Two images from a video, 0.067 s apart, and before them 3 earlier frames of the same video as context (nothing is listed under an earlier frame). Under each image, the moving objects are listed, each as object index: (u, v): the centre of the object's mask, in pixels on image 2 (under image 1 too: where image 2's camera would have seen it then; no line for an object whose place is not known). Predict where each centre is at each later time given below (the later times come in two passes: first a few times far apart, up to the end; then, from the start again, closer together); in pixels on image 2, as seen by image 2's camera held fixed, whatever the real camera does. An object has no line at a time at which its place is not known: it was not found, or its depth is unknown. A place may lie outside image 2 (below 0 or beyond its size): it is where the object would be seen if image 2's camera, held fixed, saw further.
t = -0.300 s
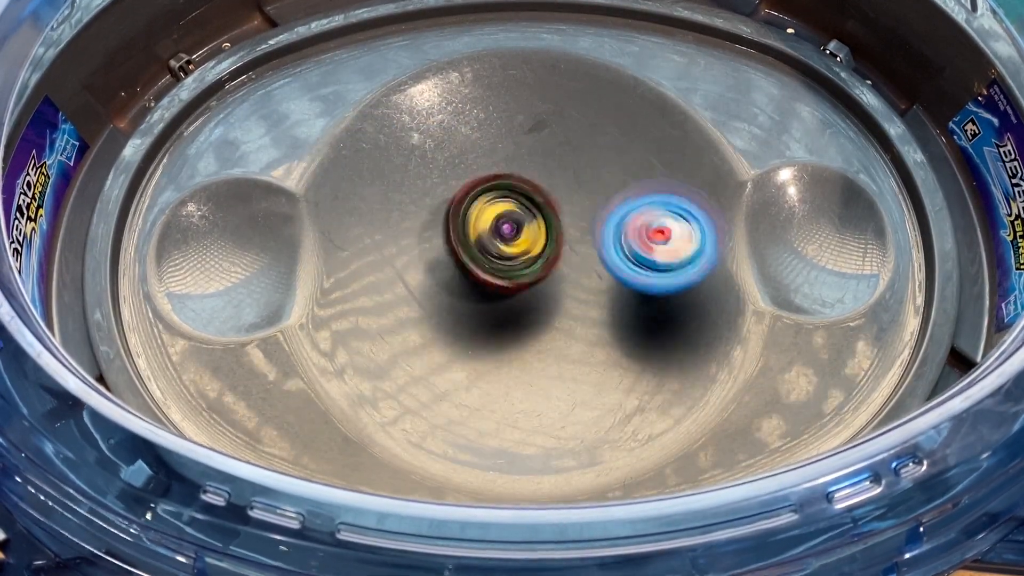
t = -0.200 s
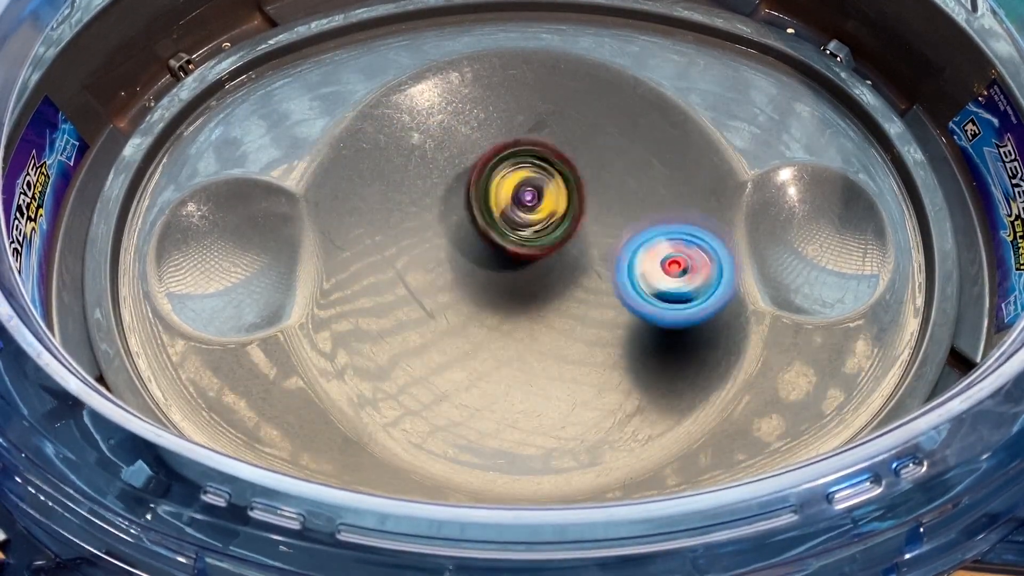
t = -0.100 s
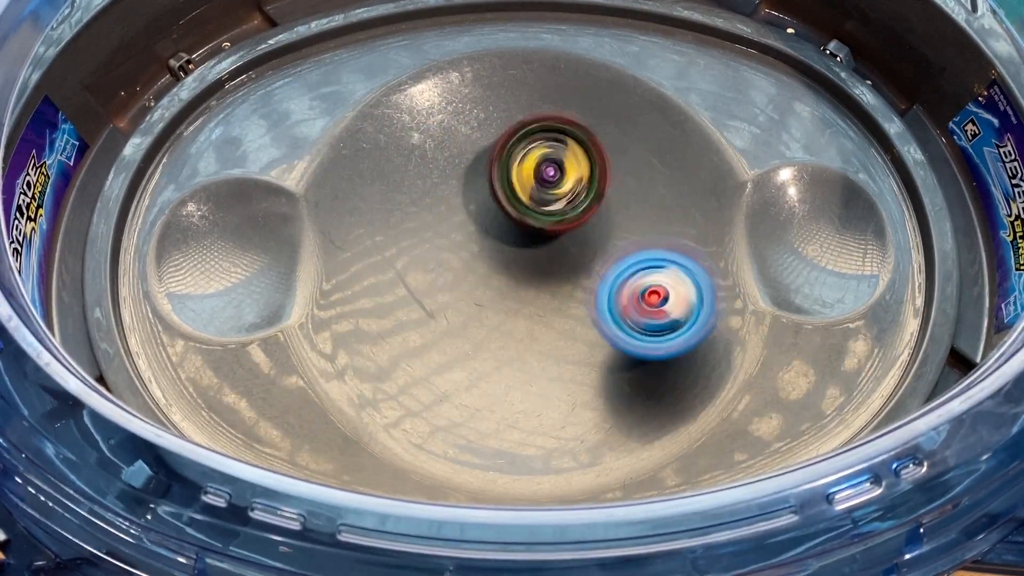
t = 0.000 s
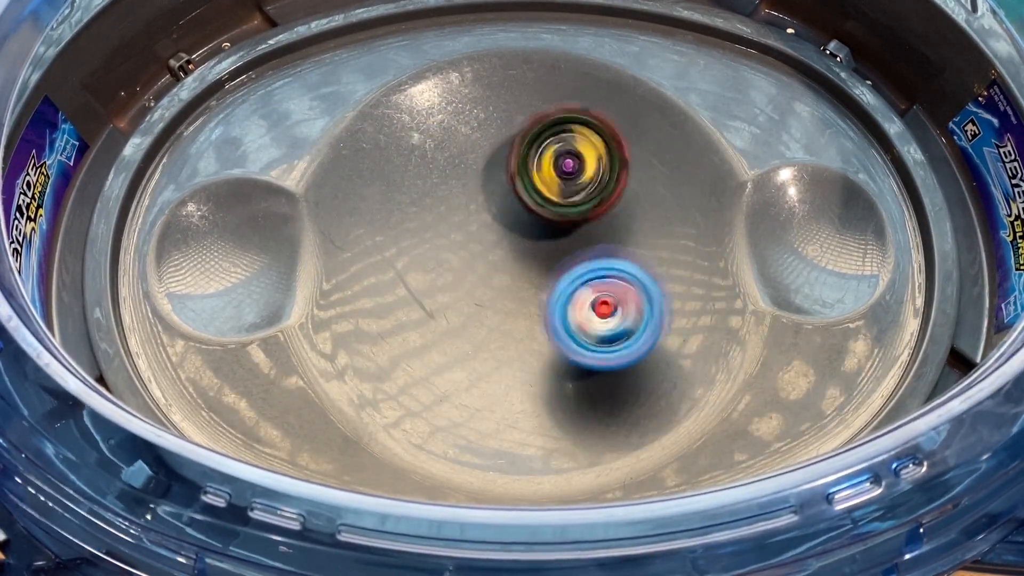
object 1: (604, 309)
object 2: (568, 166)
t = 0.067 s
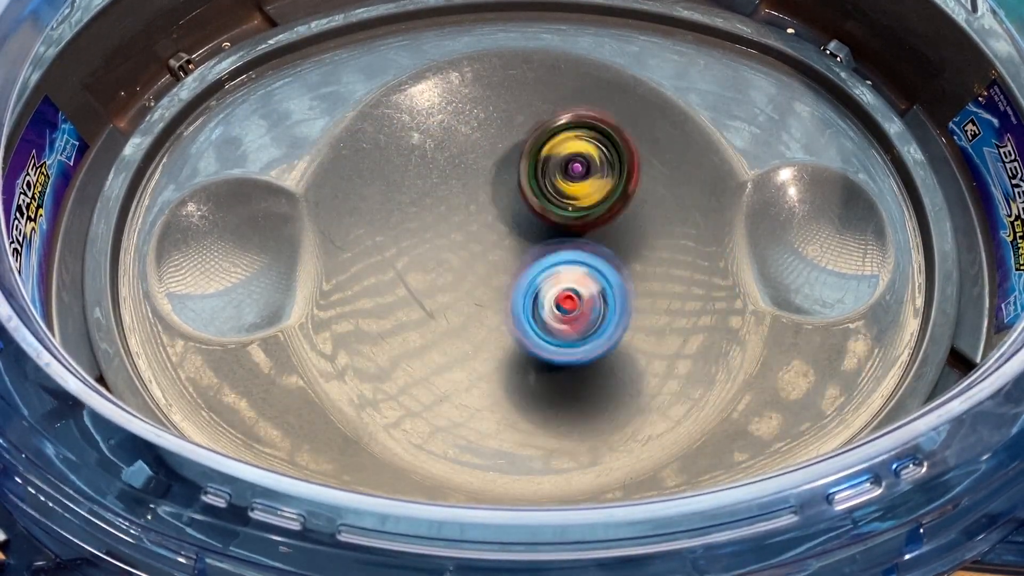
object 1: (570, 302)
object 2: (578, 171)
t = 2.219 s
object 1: (412, 212)
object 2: (546, 268)
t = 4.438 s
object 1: (555, 176)
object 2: (528, 311)
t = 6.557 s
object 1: (488, 286)
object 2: (574, 245)
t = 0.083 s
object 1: (561, 298)
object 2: (579, 174)
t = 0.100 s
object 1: (552, 295)
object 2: (581, 175)
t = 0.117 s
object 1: (544, 291)
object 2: (583, 178)
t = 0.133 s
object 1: (534, 286)
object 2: (584, 183)
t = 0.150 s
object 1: (524, 281)
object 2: (585, 185)
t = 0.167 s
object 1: (516, 279)
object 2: (587, 189)
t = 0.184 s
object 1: (504, 276)
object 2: (587, 195)
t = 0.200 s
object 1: (496, 273)
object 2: (586, 200)
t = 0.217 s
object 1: (484, 267)
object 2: (586, 204)
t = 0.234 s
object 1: (477, 262)
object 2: (584, 210)
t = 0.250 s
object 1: (468, 258)
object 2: (583, 215)
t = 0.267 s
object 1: (461, 252)
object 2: (581, 221)
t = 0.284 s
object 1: (453, 249)
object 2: (579, 227)
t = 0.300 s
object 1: (446, 241)
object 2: (577, 231)
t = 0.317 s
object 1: (442, 236)
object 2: (575, 237)
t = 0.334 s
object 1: (436, 231)
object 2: (573, 242)
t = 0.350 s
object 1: (434, 227)
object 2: (570, 248)
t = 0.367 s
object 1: (430, 220)
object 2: (567, 253)
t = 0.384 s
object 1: (426, 219)
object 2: (563, 260)
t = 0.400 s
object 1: (425, 215)
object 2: (559, 264)
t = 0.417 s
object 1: (423, 210)
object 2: (557, 269)
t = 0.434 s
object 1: (423, 207)
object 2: (553, 276)
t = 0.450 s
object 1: (423, 201)
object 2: (548, 280)
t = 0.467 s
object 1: (423, 198)
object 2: (545, 284)
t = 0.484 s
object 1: (426, 194)
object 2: (541, 290)
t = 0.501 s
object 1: (427, 191)
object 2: (536, 293)
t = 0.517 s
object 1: (430, 188)
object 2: (533, 296)
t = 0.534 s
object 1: (433, 184)
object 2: (529, 300)
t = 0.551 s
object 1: (437, 183)
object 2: (524, 303)
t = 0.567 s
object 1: (444, 181)
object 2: (520, 305)
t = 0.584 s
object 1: (449, 180)
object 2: (516, 308)
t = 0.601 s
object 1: (456, 181)
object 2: (511, 311)
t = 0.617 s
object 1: (462, 181)
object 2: (506, 310)
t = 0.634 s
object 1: (469, 182)
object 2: (503, 311)
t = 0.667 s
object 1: (482, 186)
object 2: (495, 311)
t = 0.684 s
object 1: (490, 188)
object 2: (493, 311)
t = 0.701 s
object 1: (497, 191)
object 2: (489, 311)
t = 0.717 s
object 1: (503, 193)
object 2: (486, 310)
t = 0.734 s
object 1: (508, 191)
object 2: (484, 311)
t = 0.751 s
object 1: (517, 190)
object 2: (481, 312)
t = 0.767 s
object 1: (525, 187)
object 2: (478, 312)
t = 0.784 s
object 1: (534, 187)
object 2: (476, 311)
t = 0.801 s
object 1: (544, 185)
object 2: (475, 309)
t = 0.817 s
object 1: (551, 186)
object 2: (474, 308)
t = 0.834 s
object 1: (560, 188)
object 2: (473, 305)
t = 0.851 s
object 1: (567, 189)
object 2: (473, 303)
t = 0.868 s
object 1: (573, 191)
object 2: (474, 301)
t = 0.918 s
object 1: (593, 197)
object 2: (476, 291)
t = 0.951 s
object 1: (602, 202)
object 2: (479, 281)
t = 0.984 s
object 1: (610, 207)
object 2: (484, 274)
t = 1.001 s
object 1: (614, 211)
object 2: (486, 268)
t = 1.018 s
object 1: (619, 214)
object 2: (489, 263)
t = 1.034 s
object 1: (621, 218)
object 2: (493, 259)
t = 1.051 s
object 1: (624, 221)
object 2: (495, 254)
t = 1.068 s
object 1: (626, 225)
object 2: (500, 248)
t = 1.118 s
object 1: (630, 237)
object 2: (510, 234)
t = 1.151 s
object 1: (639, 244)
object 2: (513, 226)
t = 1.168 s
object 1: (642, 247)
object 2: (515, 221)
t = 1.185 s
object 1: (643, 251)
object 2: (519, 216)
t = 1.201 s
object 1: (644, 256)
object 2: (524, 212)
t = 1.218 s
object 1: (644, 258)
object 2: (527, 210)
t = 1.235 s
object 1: (641, 263)
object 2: (531, 206)
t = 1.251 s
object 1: (640, 268)
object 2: (535, 203)
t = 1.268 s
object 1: (640, 270)
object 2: (538, 201)
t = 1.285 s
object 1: (633, 275)
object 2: (541, 197)
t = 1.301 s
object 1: (631, 278)
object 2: (545, 196)
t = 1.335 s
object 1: (620, 282)
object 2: (550, 191)
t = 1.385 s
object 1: (605, 291)
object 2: (559, 187)
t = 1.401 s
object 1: (600, 295)
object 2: (563, 185)
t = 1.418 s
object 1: (595, 298)
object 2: (566, 185)
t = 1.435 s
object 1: (589, 300)
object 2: (569, 184)
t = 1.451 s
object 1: (582, 303)
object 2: (570, 185)
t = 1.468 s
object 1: (577, 303)
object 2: (572, 186)
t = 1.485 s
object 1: (571, 304)
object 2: (573, 187)
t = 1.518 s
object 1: (559, 305)
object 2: (575, 189)
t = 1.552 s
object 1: (547, 305)
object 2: (577, 194)
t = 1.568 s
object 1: (540, 304)
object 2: (576, 197)
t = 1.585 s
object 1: (532, 303)
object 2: (577, 198)
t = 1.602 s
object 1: (526, 305)
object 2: (577, 201)
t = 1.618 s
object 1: (520, 309)
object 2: (580, 201)
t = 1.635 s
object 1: (509, 311)
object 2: (581, 201)
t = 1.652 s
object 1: (501, 315)
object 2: (581, 202)
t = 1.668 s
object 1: (494, 315)
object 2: (581, 202)
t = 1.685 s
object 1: (483, 315)
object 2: (581, 203)
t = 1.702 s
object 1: (477, 315)
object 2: (580, 204)
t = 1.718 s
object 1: (473, 313)
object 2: (578, 205)
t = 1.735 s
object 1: (463, 312)
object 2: (576, 206)
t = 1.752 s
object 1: (457, 311)
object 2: (575, 207)
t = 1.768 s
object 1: (453, 305)
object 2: (573, 211)
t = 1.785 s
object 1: (448, 304)
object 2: (570, 212)
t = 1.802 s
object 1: (445, 300)
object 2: (568, 215)
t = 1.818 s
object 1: (442, 297)
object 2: (566, 217)
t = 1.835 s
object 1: (437, 296)
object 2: (563, 220)
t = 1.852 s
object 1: (434, 293)
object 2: (560, 223)
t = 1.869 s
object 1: (434, 287)
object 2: (556, 227)
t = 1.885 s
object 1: (431, 281)
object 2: (553, 230)
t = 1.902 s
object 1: (430, 277)
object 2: (550, 232)
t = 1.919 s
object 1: (429, 272)
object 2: (547, 237)
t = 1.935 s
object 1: (425, 273)
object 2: (548, 238)
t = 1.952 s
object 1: (423, 268)
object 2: (546, 240)
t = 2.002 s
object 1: (416, 255)
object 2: (542, 247)
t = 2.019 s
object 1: (416, 251)
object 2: (541, 248)
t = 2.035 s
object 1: (411, 249)
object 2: (543, 250)
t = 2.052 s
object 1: (411, 245)
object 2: (542, 253)
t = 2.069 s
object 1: (410, 242)
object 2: (541, 255)
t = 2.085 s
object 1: (410, 240)
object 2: (540, 257)
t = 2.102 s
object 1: (411, 238)
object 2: (540, 258)
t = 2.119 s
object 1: (411, 232)
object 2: (538, 260)
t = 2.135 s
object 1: (413, 229)
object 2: (538, 261)
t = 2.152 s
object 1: (412, 226)
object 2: (540, 262)
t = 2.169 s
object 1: (410, 224)
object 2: (543, 266)
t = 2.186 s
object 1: (411, 219)
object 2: (544, 267)
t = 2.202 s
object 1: (409, 215)
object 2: (545, 268)
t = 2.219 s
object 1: (412, 212)
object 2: (546, 268)
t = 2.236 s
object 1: (414, 208)
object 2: (546, 270)
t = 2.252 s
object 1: (416, 206)
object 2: (547, 270)
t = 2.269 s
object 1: (420, 206)
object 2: (549, 271)
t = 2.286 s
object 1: (425, 202)
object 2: (550, 271)
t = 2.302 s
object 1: (430, 200)
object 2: (550, 272)
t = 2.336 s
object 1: (442, 199)
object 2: (551, 271)
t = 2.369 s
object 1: (450, 196)
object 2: (553, 274)
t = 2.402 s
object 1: (457, 191)
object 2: (556, 278)
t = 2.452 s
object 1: (471, 184)
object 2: (558, 279)
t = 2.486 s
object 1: (480, 180)
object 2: (563, 281)
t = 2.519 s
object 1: (491, 178)
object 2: (562, 280)
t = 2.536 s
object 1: (496, 177)
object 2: (563, 280)
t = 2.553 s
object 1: (501, 177)
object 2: (564, 280)
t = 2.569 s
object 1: (502, 173)
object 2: (563, 283)
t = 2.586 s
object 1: (506, 173)
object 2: (562, 283)
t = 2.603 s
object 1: (511, 172)
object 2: (562, 282)
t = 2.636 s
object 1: (520, 170)
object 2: (562, 283)
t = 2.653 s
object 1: (524, 168)
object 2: (562, 283)
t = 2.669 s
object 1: (528, 166)
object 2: (563, 282)
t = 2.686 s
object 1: (530, 166)
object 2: (563, 281)
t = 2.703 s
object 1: (534, 166)
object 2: (561, 282)
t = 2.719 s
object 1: (534, 162)
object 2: (559, 283)
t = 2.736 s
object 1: (535, 163)
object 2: (559, 283)
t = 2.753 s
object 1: (536, 158)
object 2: (558, 284)
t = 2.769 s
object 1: (536, 158)
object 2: (556, 285)
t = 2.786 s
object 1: (539, 156)
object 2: (554, 285)
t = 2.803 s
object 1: (540, 154)
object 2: (554, 284)
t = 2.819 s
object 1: (542, 154)
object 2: (554, 283)
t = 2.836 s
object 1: (544, 154)
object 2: (554, 284)
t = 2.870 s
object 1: (546, 152)
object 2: (550, 281)
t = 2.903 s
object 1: (548, 153)
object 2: (546, 279)
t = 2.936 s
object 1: (547, 153)
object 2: (542, 276)
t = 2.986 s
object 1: (549, 149)
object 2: (536, 276)
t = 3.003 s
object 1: (547, 151)
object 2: (532, 275)
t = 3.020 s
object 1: (549, 152)
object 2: (528, 272)
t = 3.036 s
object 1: (549, 151)
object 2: (527, 270)
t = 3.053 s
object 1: (547, 149)
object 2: (526, 270)
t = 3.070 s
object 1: (545, 149)
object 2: (524, 269)
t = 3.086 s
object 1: (546, 149)
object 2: (523, 268)
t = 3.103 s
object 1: (546, 147)
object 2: (520, 267)
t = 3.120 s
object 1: (545, 146)
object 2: (517, 266)
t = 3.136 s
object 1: (544, 140)
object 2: (513, 265)
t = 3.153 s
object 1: (542, 138)
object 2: (509, 265)
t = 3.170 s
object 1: (543, 138)
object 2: (508, 264)
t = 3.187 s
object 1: (544, 137)
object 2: (507, 263)
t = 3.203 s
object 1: (544, 136)
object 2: (507, 263)
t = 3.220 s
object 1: (543, 138)
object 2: (506, 262)
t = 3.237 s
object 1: (543, 139)
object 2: (506, 262)
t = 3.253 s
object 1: (542, 139)
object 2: (504, 261)
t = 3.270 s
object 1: (541, 142)
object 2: (503, 260)
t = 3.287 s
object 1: (540, 145)
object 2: (501, 260)
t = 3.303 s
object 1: (539, 141)
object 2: (498, 260)
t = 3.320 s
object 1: (534, 140)
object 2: (496, 259)
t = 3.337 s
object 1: (535, 144)
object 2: (495, 260)
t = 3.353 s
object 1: (537, 143)
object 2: (494, 260)
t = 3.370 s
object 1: (535, 144)
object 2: (494, 260)
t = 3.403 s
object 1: (535, 136)
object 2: (489, 270)
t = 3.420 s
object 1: (535, 134)
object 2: (487, 273)
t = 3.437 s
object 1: (537, 132)
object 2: (486, 277)
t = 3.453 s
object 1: (538, 131)
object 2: (485, 280)
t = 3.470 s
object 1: (537, 131)
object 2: (485, 282)
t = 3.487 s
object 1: (537, 133)
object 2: (486, 284)
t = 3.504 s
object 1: (538, 134)
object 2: (487, 287)
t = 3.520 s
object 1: (537, 135)
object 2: (487, 290)
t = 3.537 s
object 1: (536, 139)
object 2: (487, 291)
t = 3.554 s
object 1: (535, 143)
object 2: (487, 293)
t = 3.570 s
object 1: (536, 147)
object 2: (488, 293)
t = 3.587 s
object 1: (536, 151)
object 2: (490, 294)
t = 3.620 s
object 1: (535, 161)
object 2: (493, 295)
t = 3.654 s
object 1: (535, 174)
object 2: (497, 293)
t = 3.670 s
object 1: (536, 179)
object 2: (499, 294)
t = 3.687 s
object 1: (533, 181)
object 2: (499, 295)
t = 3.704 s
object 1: (535, 186)
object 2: (497, 298)
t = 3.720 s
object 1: (538, 178)
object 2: (490, 307)
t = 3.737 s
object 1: (538, 176)
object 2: (486, 312)
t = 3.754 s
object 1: (545, 176)
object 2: (486, 316)
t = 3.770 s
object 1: (551, 172)
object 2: (487, 319)
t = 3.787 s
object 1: (553, 169)
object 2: (487, 322)
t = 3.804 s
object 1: (554, 169)
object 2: (488, 323)
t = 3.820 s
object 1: (558, 170)
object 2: (489, 324)
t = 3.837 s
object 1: (561, 170)
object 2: (491, 326)
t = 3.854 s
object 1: (564, 170)
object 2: (492, 327)
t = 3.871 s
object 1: (566, 171)
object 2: (493, 328)
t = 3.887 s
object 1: (570, 172)
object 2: (494, 328)
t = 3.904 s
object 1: (573, 173)
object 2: (494, 328)
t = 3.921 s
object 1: (574, 175)
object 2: (494, 327)
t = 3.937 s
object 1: (575, 178)
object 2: (496, 326)
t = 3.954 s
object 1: (576, 182)
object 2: (498, 323)
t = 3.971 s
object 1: (578, 186)
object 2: (499, 320)
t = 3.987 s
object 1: (579, 189)
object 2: (503, 319)
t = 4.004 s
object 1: (579, 193)
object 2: (507, 316)
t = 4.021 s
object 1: (579, 198)
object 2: (511, 312)
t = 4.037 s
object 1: (581, 202)
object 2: (514, 311)
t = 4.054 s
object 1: (583, 205)
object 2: (518, 307)
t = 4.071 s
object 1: (584, 205)
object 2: (519, 308)
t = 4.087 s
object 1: (583, 200)
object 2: (518, 308)
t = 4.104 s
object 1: (581, 200)
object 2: (516, 307)
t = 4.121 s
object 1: (582, 201)
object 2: (516, 304)
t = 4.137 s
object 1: (583, 197)
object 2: (515, 305)
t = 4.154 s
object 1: (582, 195)
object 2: (514, 306)
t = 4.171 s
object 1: (581, 195)
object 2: (515, 304)
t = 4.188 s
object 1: (583, 194)
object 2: (519, 302)
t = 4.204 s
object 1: (583, 193)
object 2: (523, 301)
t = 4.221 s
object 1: (582, 193)
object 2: (526, 301)
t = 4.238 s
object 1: (584, 190)
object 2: (527, 303)
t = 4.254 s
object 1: (583, 187)
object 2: (526, 306)
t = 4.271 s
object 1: (582, 186)
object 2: (527, 306)
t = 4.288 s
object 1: (581, 185)
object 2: (527, 306)
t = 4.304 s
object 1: (579, 185)
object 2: (527, 307)
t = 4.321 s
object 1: (577, 186)
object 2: (527, 305)
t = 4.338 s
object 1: (576, 189)
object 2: (528, 303)
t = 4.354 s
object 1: (575, 189)
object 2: (531, 303)
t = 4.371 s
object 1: (572, 184)
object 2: (531, 306)
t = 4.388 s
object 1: (568, 181)
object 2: (530, 309)
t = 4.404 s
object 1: (565, 178)
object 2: (529, 311)
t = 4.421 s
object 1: (561, 176)
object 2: (528, 311)
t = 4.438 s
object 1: (555, 176)
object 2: (528, 311)
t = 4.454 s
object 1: (549, 178)
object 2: (528, 310)
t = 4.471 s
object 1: (545, 183)
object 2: (529, 308)
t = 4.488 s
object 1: (543, 187)
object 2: (532, 308)
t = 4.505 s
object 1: (543, 190)
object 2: (535, 307)
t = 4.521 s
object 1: (541, 188)
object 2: (536, 310)
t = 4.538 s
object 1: (540, 187)
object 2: (535, 314)
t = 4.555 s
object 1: (537, 185)
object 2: (532, 316)
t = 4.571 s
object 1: (533, 185)
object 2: (529, 315)
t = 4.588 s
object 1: (529, 187)
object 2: (528, 313)
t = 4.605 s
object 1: (525, 191)
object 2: (527, 311)
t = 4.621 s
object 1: (521, 189)
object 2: (526, 312)
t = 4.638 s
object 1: (513, 189)
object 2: (526, 313)
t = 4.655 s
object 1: (510, 194)
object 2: (526, 312)
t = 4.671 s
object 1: (508, 195)
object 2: (527, 313)
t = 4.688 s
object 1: (506, 193)
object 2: (528, 314)
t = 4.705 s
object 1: (503, 191)
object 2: (528, 315)
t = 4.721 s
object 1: (502, 192)
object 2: (527, 316)
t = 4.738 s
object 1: (501, 193)
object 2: (526, 315)
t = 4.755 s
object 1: (502, 196)
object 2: (526, 314)
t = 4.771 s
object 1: (502, 197)
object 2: (528, 314)
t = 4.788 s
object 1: (499, 191)
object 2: (532, 319)
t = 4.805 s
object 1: (496, 188)
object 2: (533, 326)
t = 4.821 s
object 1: (493, 186)
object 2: (533, 330)
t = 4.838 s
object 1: (491, 185)
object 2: (532, 332)
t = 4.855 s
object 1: (491, 186)
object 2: (530, 334)
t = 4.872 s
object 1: (491, 187)
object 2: (529, 330)
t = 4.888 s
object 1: (491, 189)
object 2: (530, 328)
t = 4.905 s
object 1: (492, 193)
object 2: (533, 325)
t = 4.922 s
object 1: (495, 196)
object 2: (536, 325)
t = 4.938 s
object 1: (498, 198)
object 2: (540, 322)
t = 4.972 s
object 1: (502, 201)
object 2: (547, 316)
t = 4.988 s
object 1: (502, 199)
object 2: (549, 316)
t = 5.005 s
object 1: (501, 199)
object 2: (551, 315)
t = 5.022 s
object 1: (500, 199)
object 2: (552, 313)
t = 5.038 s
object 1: (502, 200)
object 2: (553, 312)
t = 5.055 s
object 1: (503, 201)
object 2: (554, 306)
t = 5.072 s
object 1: (504, 202)
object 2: (555, 305)
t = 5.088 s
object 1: (506, 202)
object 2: (558, 303)
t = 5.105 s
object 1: (505, 202)
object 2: (561, 300)
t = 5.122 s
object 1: (504, 203)
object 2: (565, 300)
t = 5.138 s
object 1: (501, 202)
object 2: (567, 305)
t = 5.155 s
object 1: (499, 202)
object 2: (569, 306)
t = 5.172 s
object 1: (498, 204)
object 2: (570, 307)
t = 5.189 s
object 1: (497, 207)
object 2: (570, 307)
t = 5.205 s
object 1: (498, 208)
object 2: (571, 305)
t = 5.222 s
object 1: (500, 210)
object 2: (574, 309)
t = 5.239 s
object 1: (504, 210)
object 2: (576, 312)
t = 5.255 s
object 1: (507, 210)
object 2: (579, 313)
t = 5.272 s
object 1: (513, 210)
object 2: (582, 313)
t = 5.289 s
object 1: (517, 210)
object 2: (582, 313)
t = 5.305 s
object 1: (521, 207)
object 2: (584, 311)
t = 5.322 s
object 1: (524, 208)
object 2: (585, 312)
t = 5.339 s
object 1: (525, 210)
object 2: (586, 311)
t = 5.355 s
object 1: (526, 211)
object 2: (588, 311)
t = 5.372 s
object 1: (524, 209)
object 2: (588, 310)
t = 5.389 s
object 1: (524, 207)
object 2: (588, 310)
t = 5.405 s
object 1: (523, 206)
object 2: (587, 311)
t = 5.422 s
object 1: (525, 207)
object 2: (587, 310)
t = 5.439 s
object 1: (524, 209)
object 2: (586, 306)
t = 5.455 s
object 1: (526, 210)
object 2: (586, 304)
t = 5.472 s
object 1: (524, 211)
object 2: (582, 301)
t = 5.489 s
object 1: (521, 208)
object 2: (582, 302)
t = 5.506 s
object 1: (517, 207)
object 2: (581, 304)
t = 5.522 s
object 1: (511, 202)
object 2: (580, 307)
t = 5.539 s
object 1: (507, 199)
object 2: (577, 308)
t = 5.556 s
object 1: (504, 194)
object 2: (574, 309)
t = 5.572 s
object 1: (503, 193)
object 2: (570, 311)
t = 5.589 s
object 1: (504, 190)
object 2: (565, 310)
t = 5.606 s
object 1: (502, 189)
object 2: (561, 308)
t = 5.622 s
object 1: (503, 191)
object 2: (556, 307)
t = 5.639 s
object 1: (503, 195)
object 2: (552, 304)
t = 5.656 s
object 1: (508, 196)
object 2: (549, 301)
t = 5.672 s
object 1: (513, 198)
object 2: (546, 298)
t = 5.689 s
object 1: (514, 197)
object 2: (544, 293)
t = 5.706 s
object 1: (513, 196)
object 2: (543, 289)
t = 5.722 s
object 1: (506, 195)
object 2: (544, 285)
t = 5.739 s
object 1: (504, 195)
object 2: (543, 282)
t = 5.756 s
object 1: (498, 199)
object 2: (544, 280)
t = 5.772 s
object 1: (492, 203)
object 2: (544, 278)
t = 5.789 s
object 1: (490, 207)
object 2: (544, 275)
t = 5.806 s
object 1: (483, 213)
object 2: (544, 272)
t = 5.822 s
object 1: (479, 216)
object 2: (545, 268)
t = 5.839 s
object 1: (474, 225)
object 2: (548, 265)
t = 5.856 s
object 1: (470, 232)
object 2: (550, 264)
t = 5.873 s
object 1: (466, 237)
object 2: (553, 260)
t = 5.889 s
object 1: (463, 242)
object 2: (557, 257)
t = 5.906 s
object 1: (461, 246)
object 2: (558, 255)
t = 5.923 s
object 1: (458, 251)
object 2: (558, 252)
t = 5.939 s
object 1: (456, 257)
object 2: (559, 250)
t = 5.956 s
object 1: (457, 262)
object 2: (561, 249)
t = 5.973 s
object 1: (457, 266)
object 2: (561, 248)
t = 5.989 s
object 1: (458, 271)
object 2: (562, 246)
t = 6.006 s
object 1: (460, 276)
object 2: (562, 245)
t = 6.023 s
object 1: (462, 280)
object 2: (563, 245)
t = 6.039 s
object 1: (465, 284)
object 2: (564, 244)
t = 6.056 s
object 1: (467, 288)
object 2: (564, 244)
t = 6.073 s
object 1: (471, 291)
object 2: (564, 244)
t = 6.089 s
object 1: (473, 294)
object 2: (564, 244)
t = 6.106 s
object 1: (476, 297)
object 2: (563, 245)
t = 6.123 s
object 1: (479, 299)
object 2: (563, 245)
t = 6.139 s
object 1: (481, 300)
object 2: (564, 244)
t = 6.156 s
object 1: (483, 301)
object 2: (565, 246)
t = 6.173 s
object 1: (485, 301)
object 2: (565, 246)
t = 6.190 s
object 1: (487, 301)
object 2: (566, 246)
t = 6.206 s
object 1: (486, 299)
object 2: (569, 245)
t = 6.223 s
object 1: (486, 297)
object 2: (571, 246)
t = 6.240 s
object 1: (486, 296)
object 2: (573, 245)
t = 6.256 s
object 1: (486, 294)
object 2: (574, 245)
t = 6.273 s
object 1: (487, 292)
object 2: (575, 246)
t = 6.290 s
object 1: (487, 290)
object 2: (576, 246)
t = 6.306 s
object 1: (488, 289)
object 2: (576, 246)
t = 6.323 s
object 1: (488, 288)
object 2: (576, 246)
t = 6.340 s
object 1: (487, 286)
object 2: (575, 246)
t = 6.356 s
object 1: (488, 286)
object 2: (574, 245)
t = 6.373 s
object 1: (488, 286)
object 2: (574, 245)
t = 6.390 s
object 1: (488, 286)
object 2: (574, 245)
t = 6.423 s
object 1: (488, 286)
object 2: (574, 245)
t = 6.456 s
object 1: (488, 286)
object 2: (574, 245)
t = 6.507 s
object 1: (488, 286)
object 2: (574, 245)
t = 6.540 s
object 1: (488, 286)
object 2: (574, 245)
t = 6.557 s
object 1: (488, 286)
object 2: (574, 245)
